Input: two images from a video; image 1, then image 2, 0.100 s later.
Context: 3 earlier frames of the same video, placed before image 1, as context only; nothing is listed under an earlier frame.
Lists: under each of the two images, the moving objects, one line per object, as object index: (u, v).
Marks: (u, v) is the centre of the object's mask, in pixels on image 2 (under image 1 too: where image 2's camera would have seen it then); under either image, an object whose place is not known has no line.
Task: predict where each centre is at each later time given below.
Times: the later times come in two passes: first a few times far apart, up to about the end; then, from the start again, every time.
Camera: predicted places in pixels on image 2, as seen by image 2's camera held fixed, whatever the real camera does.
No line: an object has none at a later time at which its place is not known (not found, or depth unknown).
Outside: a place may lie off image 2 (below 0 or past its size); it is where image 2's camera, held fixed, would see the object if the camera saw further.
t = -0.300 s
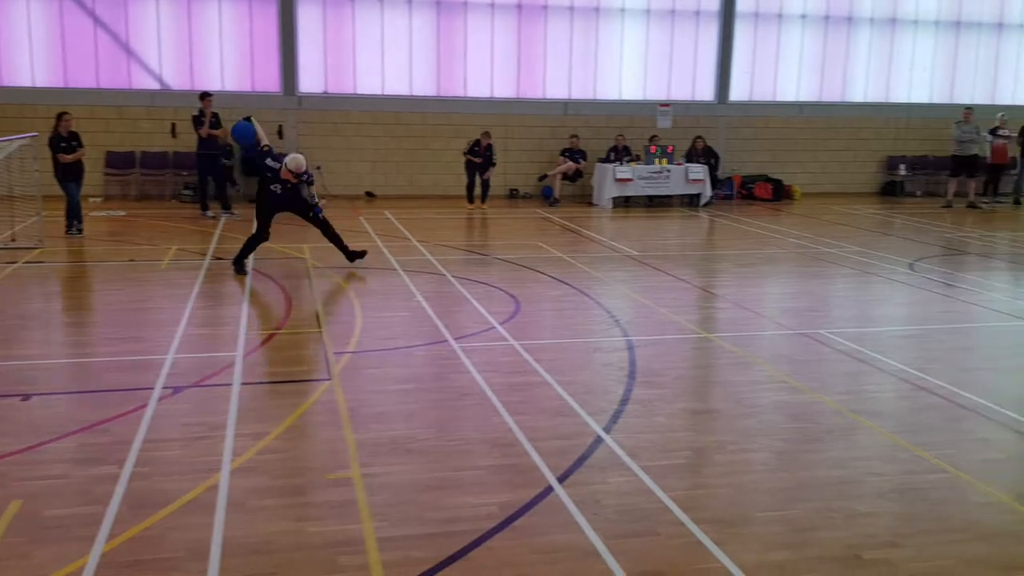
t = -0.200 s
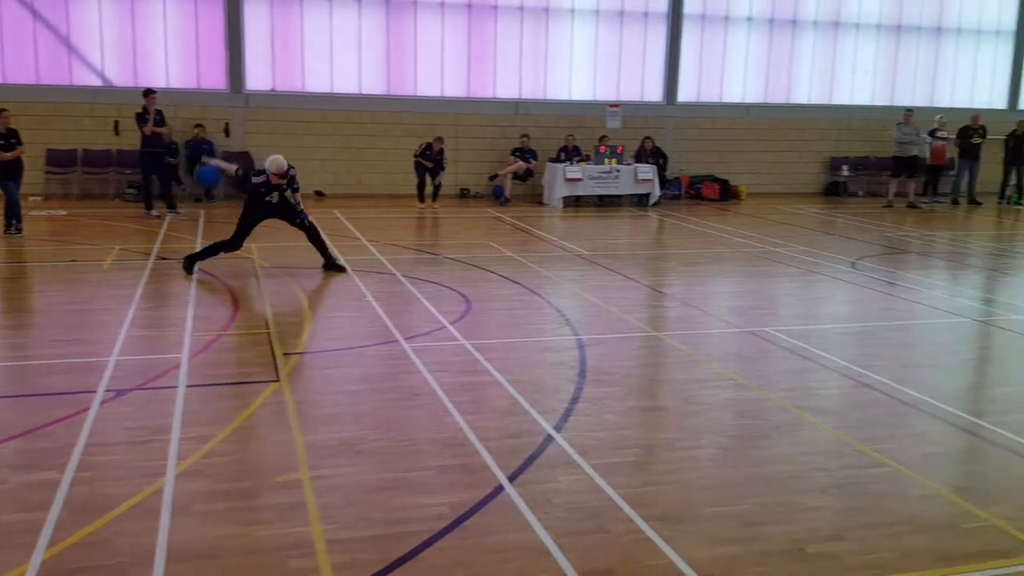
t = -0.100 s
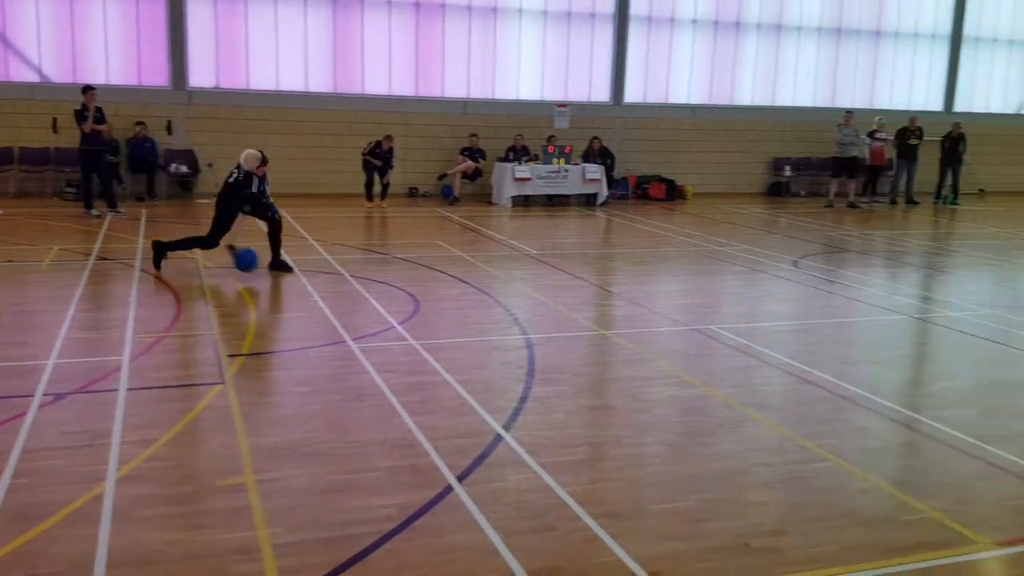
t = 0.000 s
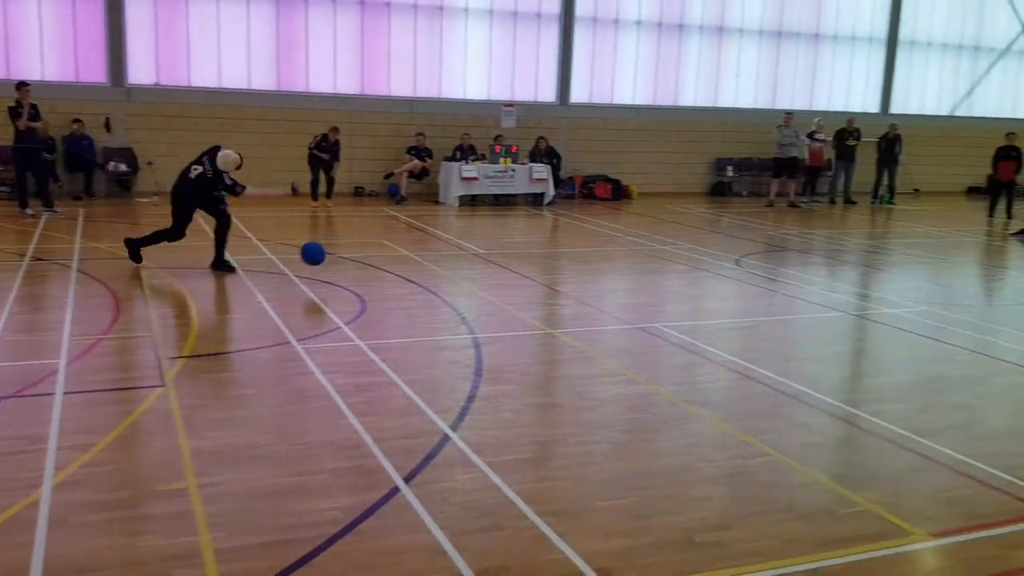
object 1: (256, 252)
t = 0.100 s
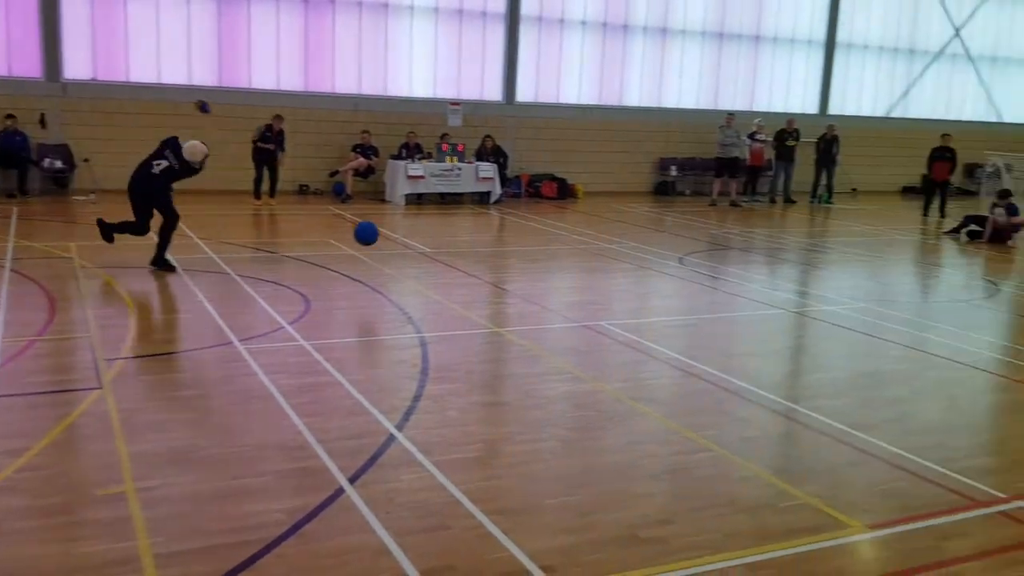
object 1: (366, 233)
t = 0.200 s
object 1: (471, 225)
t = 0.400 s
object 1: (671, 240)
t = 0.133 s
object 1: (402, 229)
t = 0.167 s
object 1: (437, 226)
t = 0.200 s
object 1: (471, 225)
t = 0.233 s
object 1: (506, 224)
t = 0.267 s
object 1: (539, 226)
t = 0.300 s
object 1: (573, 227)
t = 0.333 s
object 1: (606, 231)
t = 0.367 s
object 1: (639, 235)
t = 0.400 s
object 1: (671, 240)
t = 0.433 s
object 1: (702, 247)
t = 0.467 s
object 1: (734, 255)
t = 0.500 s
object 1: (764, 263)
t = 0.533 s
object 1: (795, 272)
